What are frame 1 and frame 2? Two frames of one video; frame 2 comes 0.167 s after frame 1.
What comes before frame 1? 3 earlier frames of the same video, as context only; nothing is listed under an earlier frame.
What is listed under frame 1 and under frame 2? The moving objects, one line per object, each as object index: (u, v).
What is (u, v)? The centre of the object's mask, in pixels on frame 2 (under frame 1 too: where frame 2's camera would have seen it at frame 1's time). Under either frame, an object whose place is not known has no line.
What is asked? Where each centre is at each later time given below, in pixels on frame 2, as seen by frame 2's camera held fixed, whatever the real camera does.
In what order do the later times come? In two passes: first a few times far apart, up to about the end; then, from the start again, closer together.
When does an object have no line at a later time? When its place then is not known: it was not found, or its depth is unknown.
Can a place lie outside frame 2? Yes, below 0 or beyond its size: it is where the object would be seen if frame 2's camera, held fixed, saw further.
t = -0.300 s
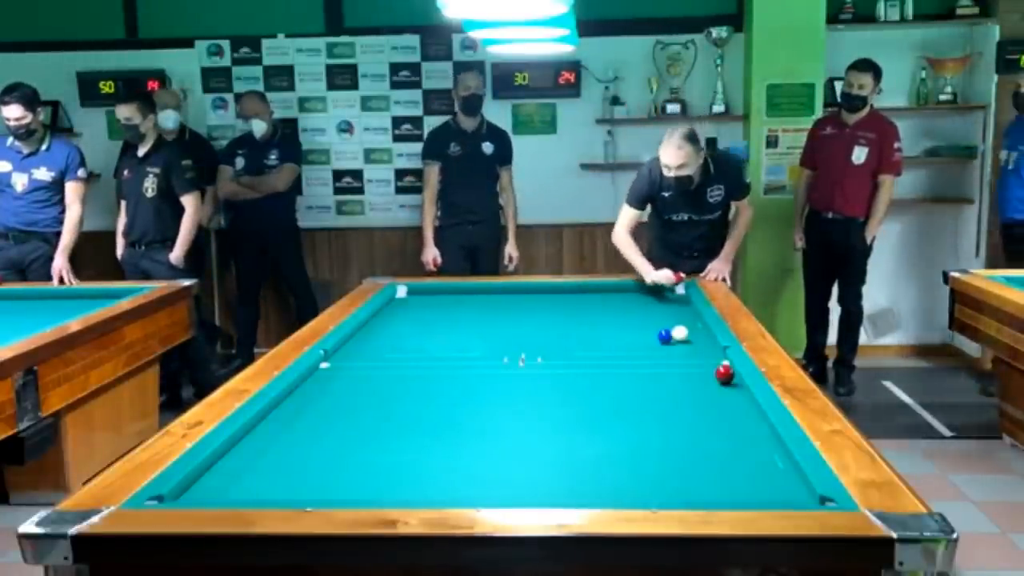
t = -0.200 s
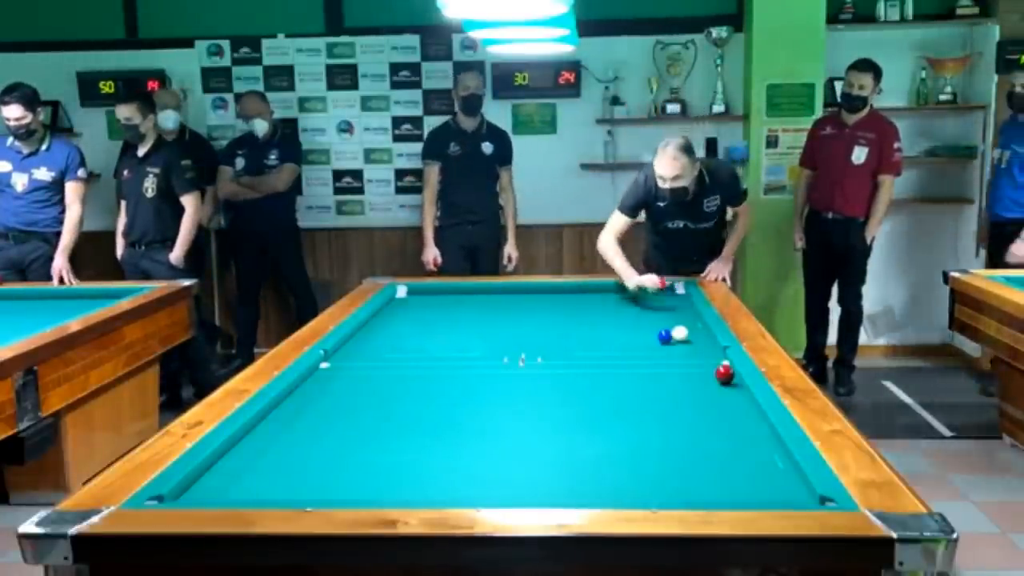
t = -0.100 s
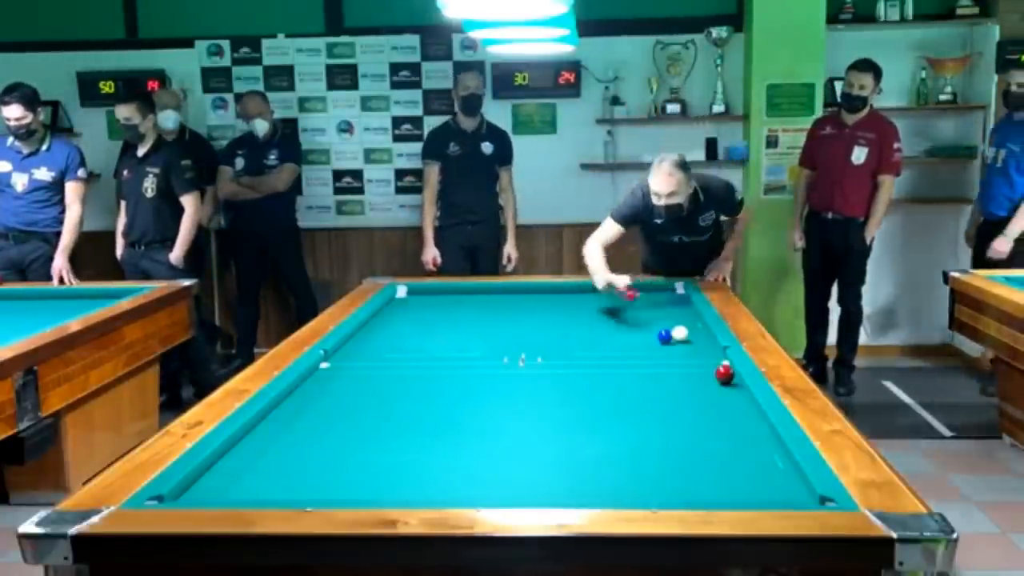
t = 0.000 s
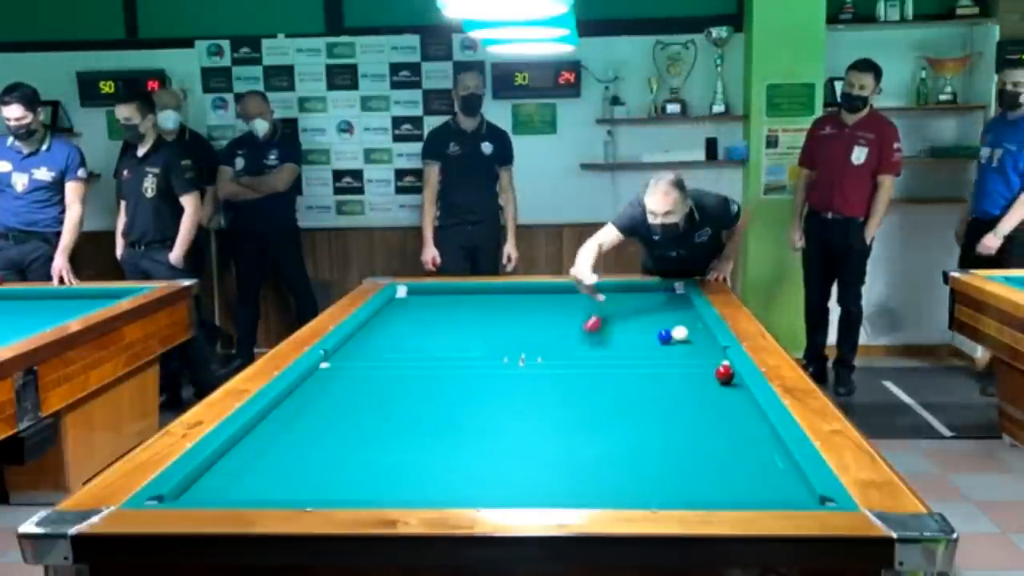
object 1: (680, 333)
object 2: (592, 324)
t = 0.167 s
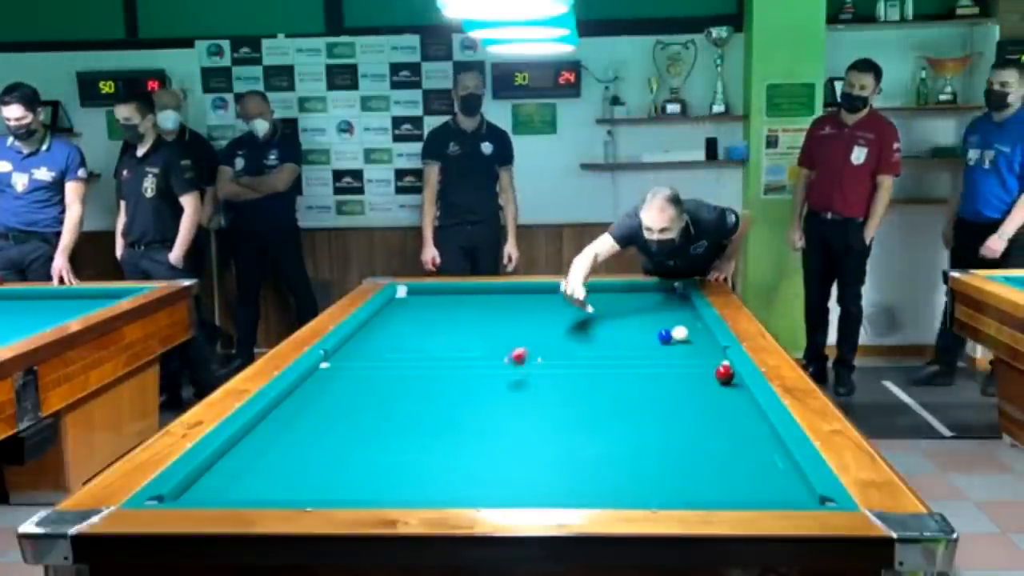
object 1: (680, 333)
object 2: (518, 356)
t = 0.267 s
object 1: (680, 333)
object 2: (463, 392)
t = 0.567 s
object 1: (680, 333)
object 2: (243, 491)
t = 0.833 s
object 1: (680, 333)
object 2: (287, 420)
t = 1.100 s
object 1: (680, 333)
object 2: (367, 377)
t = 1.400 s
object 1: (680, 332)
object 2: (429, 343)
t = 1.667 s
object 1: (680, 332)
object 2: (471, 319)
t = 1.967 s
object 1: (680, 332)
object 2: (508, 299)
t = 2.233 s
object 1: (680, 333)
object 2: (537, 293)
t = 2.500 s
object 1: (680, 332)
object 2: (570, 303)
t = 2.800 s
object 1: (680, 332)
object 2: (612, 314)
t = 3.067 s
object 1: (680, 332)
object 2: (653, 325)
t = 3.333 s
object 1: (695, 340)
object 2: (683, 330)
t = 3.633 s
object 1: (710, 352)
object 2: (700, 334)
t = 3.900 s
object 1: (705, 362)
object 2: (692, 338)
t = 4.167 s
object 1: (700, 372)
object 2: (683, 341)
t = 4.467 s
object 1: (694, 385)
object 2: (674, 344)
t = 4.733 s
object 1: (688, 397)
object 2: (667, 347)
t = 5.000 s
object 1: (683, 411)
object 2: (660, 350)
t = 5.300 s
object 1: (677, 427)
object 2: (652, 354)
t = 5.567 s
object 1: (670, 442)
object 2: (645, 357)
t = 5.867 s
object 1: (661, 461)
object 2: (639, 360)
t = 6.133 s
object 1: (653, 478)
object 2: (633, 362)
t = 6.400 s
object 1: (645, 491)
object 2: (628, 365)
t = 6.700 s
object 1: (633, 490)
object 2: (623, 367)
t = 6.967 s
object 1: (624, 485)
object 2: (619, 370)
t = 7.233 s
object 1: (616, 476)
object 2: (615, 371)
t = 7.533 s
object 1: (607, 467)
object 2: (611, 373)
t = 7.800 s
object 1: (600, 459)
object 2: (608, 374)
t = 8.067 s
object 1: (594, 453)
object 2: (605, 375)
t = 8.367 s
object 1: (588, 446)
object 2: (603, 377)
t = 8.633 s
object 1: (583, 441)
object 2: (601, 378)
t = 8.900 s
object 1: (578, 436)
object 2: (600, 379)
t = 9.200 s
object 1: (574, 431)
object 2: (599, 379)
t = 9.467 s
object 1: (571, 427)
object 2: (600, 379)
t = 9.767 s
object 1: (567, 423)
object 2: (600, 379)
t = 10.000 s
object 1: (565, 420)
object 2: (600, 379)
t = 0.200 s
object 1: (680, 333)
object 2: (500, 370)
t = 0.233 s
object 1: (680, 333)
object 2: (483, 388)
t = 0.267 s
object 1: (680, 333)
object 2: (463, 392)
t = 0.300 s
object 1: (680, 333)
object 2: (443, 399)
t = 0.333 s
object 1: (680, 332)
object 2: (421, 410)
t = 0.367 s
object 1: (680, 333)
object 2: (398, 426)
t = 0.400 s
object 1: (679, 333)
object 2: (372, 438)
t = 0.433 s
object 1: (679, 333)
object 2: (346, 450)
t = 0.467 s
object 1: (680, 333)
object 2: (317, 466)
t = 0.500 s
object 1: (680, 333)
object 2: (286, 483)
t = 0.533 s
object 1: (680, 333)
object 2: (256, 492)
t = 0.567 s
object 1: (680, 333)
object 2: (243, 491)
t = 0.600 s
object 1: (680, 333)
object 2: (242, 482)
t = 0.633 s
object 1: (680, 333)
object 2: (242, 472)
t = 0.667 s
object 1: (680, 332)
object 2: (242, 461)
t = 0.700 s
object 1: (680, 333)
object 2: (241, 451)
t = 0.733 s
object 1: (680, 332)
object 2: (242, 442)
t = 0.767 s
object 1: (680, 333)
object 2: (258, 434)
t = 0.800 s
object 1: (680, 332)
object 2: (273, 427)
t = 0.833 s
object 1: (680, 333)
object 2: (287, 420)
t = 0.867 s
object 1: (680, 333)
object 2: (300, 413)
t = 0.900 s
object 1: (680, 333)
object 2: (312, 407)
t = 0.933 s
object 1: (680, 333)
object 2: (323, 401)
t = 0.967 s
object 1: (680, 333)
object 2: (334, 396)
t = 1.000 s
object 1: (680, 332)
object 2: (343, 391)
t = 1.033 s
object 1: (680, 333)
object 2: (352, 386)
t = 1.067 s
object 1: (680, 333)
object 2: (360, 381)
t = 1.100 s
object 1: (680, 333)
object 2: (367, 377)
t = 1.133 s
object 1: (680, 333)
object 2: (376, 372)
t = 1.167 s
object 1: (680, 332)
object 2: (383, 368)
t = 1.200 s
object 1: (680, 332)
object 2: (390, 364)
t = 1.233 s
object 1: (680, 333)
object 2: (397, 360)
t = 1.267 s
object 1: (680, 333)
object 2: (404, 357)
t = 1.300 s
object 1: (680, 333)
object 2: (410, 353)
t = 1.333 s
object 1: (680, 332)
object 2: (417, 349)
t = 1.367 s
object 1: (680, 332)
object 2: (423, 346)
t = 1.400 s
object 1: (680, 332)
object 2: (429, 343)
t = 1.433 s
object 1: (680, 333)
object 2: (435, 340)
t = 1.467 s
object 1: (680, 333)
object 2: (440, 336)
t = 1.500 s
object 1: (680, 333)
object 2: (446, 333)
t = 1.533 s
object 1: (680, 332)
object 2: (451, 330)
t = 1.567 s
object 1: (680, 332)
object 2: (456, 328)
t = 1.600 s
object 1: (680, 333)
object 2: (461, 325)
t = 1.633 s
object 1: (680, 332)
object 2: (466, 322)
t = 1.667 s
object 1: (680, 332)
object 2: (471, 319)
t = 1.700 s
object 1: (680, 333)
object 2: (475, 317)
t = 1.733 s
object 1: (680, 332)
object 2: (480, 315)
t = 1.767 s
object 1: (680, 332)
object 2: (484, 312)
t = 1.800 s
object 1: (680, 333)
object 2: (488, 309)
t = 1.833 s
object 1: (680, 332)
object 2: (492, 308)
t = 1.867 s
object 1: (680, 332)
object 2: (496, 305)
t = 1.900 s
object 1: (680, 333)
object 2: (500, 303)
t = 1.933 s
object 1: (680, 333)
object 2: (504, 301)
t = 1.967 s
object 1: (680, 332)
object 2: (508, 299)
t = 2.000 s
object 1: (680, 333)
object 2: (512, 297)
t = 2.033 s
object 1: (680, 332)
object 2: (515, 295)
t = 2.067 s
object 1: (680, 333)
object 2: (518, 293)
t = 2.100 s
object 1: (680, 332)
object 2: (521, 291)
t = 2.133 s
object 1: (680, 333)
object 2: (525, 288)
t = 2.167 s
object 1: (680, 333)
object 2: (529, 289)
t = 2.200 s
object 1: (680, 333)
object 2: (532, 291)
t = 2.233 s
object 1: (680, 333)
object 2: (537, 293)
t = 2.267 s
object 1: (680, 332)
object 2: (541, 294)
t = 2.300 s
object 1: (680, 333)
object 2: (545, 295)
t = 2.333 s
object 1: (680, 333)
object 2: (549, 295)
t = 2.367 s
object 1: (680, 333)
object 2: (553, 298)
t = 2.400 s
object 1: (680, 333)
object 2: (557, 299)
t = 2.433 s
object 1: (680, 332)
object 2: (562, 301)
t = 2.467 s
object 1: (680, 333)
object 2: (566, 301)
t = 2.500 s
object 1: (680, 332)
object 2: (570, 303)
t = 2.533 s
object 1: (680, 332)
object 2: (574, 304)
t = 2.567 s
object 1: (680, 332)
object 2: (579, 306)
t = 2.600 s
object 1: (680, 333)
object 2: (583, 306)
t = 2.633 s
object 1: (680, 332)
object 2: (588, 308)
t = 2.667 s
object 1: (680, 332)
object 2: (593, 309)
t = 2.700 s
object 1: (680, 333)
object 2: (597, 310)
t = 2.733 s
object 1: (680, 333)
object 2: (602, 311)
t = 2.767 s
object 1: (680, 333)
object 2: (607, 313)
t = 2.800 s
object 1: (680, 332)
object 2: (612, 314)
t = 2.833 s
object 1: (680, 332)
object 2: (617, 316)
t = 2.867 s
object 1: (680, 333)
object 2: (622, 317)
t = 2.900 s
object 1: (680, 332)
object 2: (627, 318)
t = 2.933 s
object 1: (680, 332)
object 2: (632, 320)
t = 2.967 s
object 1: (680, 332)
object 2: (637, 321)
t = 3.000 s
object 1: (680, 333)
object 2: (642, 322)
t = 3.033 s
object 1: (680, 332)
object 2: (647, 324)
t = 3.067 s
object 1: (680, 332)
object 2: (653, 325)
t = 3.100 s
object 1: (680, 333)
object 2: (657, 325)
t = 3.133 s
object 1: (680, 333)
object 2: (663, 326)
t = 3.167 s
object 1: (680, 333)
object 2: (668, 325)
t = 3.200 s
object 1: (681, 333)
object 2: (671, 326)
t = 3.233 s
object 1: (685, 335)
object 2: (674, 327)
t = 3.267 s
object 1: (688, 337)
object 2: (677, 329)
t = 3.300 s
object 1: (692, 339)
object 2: (680, 330)
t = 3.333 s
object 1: (695, 340)
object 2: (683, 330)
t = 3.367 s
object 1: (698, 341)
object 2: (686, 331)
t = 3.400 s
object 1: (701, 342)
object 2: (690, 331)
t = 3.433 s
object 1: (703, 344)
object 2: (693, 332)
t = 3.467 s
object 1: (706, 345)
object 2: (696, 332)
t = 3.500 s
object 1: (709, 347)
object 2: (699, 332)
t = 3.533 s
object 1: (712, 348)
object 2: (702, 333)
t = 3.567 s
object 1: (711, 350)
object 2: (702, 333)
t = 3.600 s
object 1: (710, 351)
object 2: (701, 333)
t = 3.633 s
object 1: (710, 352)
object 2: (700, 334)
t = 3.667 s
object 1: (709, 353)
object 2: (699, 335)
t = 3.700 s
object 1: (708, 354)
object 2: (698, 335)
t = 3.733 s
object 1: (708, 355)
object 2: (697, 336)
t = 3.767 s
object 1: (707, 356)
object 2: (696, 336)
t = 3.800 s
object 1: (706, 358)
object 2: (695, 336)
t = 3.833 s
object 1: (706, 359)
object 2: (693, 337)
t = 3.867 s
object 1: (705, 360)
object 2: (692, 337)
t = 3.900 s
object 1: (705, 362)
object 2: (692, 338)
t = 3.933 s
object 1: (704, 363)
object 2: (691, 338)
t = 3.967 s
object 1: (704, 364)
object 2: (690, 339)
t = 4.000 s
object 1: (703, 366)
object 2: (689, 339)
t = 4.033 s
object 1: (702, 367)
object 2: (687, 339)
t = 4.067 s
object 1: (702, 368)
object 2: (686, 340)
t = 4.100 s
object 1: (701, 370)
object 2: (686, 340)
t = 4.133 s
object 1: (701, 371)
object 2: (684, 340)
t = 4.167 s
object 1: (700, 372)
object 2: (683, 341)
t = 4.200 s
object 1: (700, 373)
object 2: (682, 342)
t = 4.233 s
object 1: (699, 375)
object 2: (681, 342)
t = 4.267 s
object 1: (698, 376)
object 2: (680, 342)
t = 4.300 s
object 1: (697, 378)
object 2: (679, 342)
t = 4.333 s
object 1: (697, 379)
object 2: (678, 343)
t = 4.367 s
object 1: (696, 381)
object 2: (677, 343)
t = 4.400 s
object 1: (695, 382)
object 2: (676, 343)
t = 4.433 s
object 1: (695, 383)
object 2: (675, 344)
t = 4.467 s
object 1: (694, 385)
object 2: (674, 344)
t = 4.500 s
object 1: (694, 387)
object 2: (673, 345)
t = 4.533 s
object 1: (693, 388)
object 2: (673, 345)
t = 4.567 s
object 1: (692, 390)
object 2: (672, 346)
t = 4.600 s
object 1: (691, 391)
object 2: (671, 346)
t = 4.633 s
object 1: (691, 393)
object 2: (670, 346)
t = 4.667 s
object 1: (690, 394)
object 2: (669, 347)
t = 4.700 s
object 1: (689, 396)
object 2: (668, 347)
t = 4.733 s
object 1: (688, 397)
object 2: (667, 347)
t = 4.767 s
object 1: (688, 399)
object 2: (666, 348)
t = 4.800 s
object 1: (687, 400)
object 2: (665, 348)
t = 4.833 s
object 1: (687, 402)
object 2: (665, 348)
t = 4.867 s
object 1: (686, 404)
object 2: (664, 348)
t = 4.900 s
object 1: (685, 406)
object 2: (663, 349)
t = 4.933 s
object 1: (685, 408)
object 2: (663, 349)
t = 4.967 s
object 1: (684, 409)
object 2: (661, 350)
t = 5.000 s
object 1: (683, 411)
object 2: (660, 350)
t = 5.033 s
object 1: (683, 413)
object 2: (659, 350)
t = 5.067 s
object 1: (682, 415)
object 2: (658, 351)
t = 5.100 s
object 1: (681, 416)
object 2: (657, 351)
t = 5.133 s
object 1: (680, 418)
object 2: (657, 352)
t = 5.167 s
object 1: (679, 420)
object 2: (656, 352)
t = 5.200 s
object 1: (679, 422)
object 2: (655, 353)
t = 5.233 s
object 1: (678, 424)
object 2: (654, 353)
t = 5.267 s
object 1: (677, 425)
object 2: (653, 353)
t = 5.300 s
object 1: (677, 427)
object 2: (652, 354)
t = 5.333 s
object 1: (676, 429)
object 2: (651, 354)
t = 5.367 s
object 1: (675, 431)
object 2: (651, 355)
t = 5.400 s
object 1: (674, 433)
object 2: (650, 355)
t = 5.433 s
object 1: (673, 434)
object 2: (649, 355)
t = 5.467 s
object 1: (672, 436)
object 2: (648, 356)
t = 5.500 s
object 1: (671, 438)
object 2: (647, 356)
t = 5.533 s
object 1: (670, 440)
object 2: (646, 357)
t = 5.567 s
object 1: (670, 442)
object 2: (645, 357)
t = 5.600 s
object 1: (668, 444)
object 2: (645, 357)
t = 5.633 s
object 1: (667, 446)
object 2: (644, 357)
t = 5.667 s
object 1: (667, 448)
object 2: (643, 358)
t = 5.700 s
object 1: (666, 450)
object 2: (642, 358)
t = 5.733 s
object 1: (665, 452)
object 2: (642, 359)
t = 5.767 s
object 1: (664, 454)
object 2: (641, 359)
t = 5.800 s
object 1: (663, 456)
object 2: (640, 359)
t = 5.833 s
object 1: (662, 458)
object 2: (640, 359)
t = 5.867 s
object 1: (661, 461)
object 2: (639, 360)
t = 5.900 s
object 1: (660, 463)
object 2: (638, 360)
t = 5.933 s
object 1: (659, 465)
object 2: (637, 360)
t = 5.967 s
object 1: (658, 467)
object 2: (636, 361)
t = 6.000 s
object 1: (657, 469)
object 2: (636, 361)
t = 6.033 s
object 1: (656, 471)
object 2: (635, 361)
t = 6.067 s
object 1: (655, 473)
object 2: (634, 362)
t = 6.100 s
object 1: (654, 476)
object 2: (634, 362)
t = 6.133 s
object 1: (653, 478)
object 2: (633, 362)
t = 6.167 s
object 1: (652, 480)
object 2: (632, 363)
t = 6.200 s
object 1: (651, 482)
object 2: (632, 363)
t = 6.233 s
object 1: (650, 485)
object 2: (631, 363)
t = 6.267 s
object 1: (649, 486)
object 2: (630, 363)
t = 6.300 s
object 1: (648, 487)
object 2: (630, 364)
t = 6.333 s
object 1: (647, 489)
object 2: (629, 364)
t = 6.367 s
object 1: (646, 490)
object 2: (628, 364)
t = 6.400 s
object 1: (645, 491)
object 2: (628, 365)
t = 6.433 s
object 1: (643, 492)
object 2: (627, 365)
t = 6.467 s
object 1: (642, 494)
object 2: (627, 365)
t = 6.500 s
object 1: (641, 495)
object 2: (626, 366)
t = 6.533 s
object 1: (640, 495)
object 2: (626, 366)
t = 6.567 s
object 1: (638, 494)
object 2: (625, 366)
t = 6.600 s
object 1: (637, 493)
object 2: (625, 366)
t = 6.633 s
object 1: (636, 492)
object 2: (624, 367)
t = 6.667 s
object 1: (634, 491)
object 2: (623, 367)
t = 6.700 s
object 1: (633, 490)
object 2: (623, 367)
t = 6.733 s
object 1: (632, 489)
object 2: (622, 368)
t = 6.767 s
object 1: (631, 489)
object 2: (622, 368)
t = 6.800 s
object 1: (629, 489)
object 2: (621, 368)
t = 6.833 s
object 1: (629, 488)
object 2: (621, 369)
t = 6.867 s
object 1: (627, 487)
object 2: (620, 369)
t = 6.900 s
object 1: (626, 487)
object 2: (620, 369)
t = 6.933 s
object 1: (625, 486)
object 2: (619, 369)
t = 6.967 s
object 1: (624, 485)
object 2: (619, 370)
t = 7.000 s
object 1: (623, 485)
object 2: (618, 370)
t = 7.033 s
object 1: (622, 484)
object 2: (618, 370)
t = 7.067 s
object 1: (621, 483)
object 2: (617, 370)
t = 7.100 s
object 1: (620, 482)
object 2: (617, 370)
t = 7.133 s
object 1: (619, 480)
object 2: (616, 371)
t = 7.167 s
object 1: (618, 479)
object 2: (616, 371)
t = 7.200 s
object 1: (617, 478)
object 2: (615, 371)
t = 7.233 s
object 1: (616, 476)
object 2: (615, 371)
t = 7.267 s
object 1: (615, 476)
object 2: (614, 372)
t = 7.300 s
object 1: (614, 474)
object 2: (614, 372)
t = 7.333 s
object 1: (613, 473)
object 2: (614, 372)
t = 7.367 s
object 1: (612, 472)
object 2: (613, 372)
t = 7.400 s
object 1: (611, 471)
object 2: (613, 372)
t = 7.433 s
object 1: (610, 470)
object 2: (612, 372)
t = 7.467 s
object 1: (609, 469)
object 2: (612, 373)
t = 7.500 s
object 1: (608, 468)
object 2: (611, 373)
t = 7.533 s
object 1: (607, 467)
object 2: (611, 373)
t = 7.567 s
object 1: (606, 466)
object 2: (611, 373)
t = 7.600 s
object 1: (605, 465)
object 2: (610, 373)
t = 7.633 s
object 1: (604, 464)
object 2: (610, 373)
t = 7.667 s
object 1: (604, 463)
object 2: (610, 374)
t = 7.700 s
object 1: (603, 462)
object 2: (609, 374)
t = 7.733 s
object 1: (602, 462)
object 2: (609, 374)
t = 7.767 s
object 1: (601, 461)
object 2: (608, 374)
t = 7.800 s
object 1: (600, 459)
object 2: (608, 374)
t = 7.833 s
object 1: (599, 459)
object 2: (607, 374)
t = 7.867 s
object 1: (599, 458)
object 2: (607, 375)
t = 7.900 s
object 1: (598, 457)
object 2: (607, 375)
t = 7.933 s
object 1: (597, 456)
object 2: (606, 375)
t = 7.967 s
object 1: (596, 455)
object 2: (606, 375)
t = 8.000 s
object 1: (596, 455)
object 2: (606, 375)
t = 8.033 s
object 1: (595, 454)
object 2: (606, 375)
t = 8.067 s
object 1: (594, 453)
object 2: (605, 375)
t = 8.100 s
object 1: (593, 452)
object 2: (605, 375)
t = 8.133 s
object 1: (592, 451)
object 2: (604, 376)
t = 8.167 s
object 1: (592, 451)
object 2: (604, 376)
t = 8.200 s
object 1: (591, 450)
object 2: (604, 376)
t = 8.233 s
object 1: (590, 449)
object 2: (604, 376)
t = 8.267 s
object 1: (590, 448)
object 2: (604, 377)
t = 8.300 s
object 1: (589, 448)
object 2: (603, 377)
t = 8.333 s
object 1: (588, 447)
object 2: (603, 377)
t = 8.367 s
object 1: (588, 446)
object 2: (603, 377)
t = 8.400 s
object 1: (586, 445)
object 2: (602, 377)
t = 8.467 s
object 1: (586, 444)
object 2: (602, 377)
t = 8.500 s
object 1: (585, 443)
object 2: (602, 377)
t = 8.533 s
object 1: (585, 443)
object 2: (602, 377)
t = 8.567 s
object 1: (584, 442)
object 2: (602, 378)
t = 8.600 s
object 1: (583, 441)
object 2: (601, 378)
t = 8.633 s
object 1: (583, 441)
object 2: (601, 378)
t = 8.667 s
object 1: (582, 440)
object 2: (601, 378)
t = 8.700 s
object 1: (582, 440)
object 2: (601, 378)
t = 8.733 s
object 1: (581, 439)
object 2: (601, 378)
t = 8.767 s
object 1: (581, 438)
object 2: (600, 378)
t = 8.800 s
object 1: (580, 438)
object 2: (600, 378)
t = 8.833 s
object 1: (580, 437)
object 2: (600, 378)
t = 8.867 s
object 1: (579, 436)
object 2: (600, 378)
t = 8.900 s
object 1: (578, 436)
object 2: (600, 379)
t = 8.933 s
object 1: (578, 435)
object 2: (600, 379)
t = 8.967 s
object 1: (577, 434)
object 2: (600, 379)
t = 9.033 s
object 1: (576, 433)
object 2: (600, 379)
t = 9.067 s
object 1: (576, 433)
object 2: (600, 379)
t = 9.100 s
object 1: (575, 432)
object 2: (600, 379)
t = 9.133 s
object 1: (575, 432)
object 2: (600, 379)
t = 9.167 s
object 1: (575, 431)
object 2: (599, 379)
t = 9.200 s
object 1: (574, 431)
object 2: (599, 379)
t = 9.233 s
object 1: (574, 430)
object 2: (599, 379)
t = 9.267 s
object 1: (573, 430)
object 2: (600, 379)
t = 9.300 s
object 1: (573, 429)
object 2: (600, 379)
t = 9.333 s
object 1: (572, 429)
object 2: (600, 379)
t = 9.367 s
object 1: (572, 428)
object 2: (600, 379)
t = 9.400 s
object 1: (571, 428)
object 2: (600, 379)
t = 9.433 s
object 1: (571, 427)
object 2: (600, 379)
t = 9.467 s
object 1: (571, 427)
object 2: (600, 379)
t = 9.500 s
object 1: (570, 426)
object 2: (600, 379)
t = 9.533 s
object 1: (570, 426)
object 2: (600, 379)
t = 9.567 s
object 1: (570, 425)
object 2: (600, 379)
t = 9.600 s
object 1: (569, 425)
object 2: (600, 379)
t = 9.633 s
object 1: (569, 424)
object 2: (600, 379)
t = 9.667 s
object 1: (568, 424)
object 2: (600, 379)
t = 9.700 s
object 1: (567, 423)
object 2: (600, 379)
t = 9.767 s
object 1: (567, 423)
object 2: (600, 379)
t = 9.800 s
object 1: (567, 422)
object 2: (600, 379)
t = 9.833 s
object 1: (566, 422)
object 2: (600, 379)
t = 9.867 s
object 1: (566, 421)
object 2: (600, 379)
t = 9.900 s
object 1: (566, 421)
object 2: (600, 379)
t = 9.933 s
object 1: (565, 421)
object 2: (600, 379)
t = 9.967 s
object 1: (565, 420)
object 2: (600, 379)
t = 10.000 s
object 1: (565, 420)
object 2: (600, 379)
